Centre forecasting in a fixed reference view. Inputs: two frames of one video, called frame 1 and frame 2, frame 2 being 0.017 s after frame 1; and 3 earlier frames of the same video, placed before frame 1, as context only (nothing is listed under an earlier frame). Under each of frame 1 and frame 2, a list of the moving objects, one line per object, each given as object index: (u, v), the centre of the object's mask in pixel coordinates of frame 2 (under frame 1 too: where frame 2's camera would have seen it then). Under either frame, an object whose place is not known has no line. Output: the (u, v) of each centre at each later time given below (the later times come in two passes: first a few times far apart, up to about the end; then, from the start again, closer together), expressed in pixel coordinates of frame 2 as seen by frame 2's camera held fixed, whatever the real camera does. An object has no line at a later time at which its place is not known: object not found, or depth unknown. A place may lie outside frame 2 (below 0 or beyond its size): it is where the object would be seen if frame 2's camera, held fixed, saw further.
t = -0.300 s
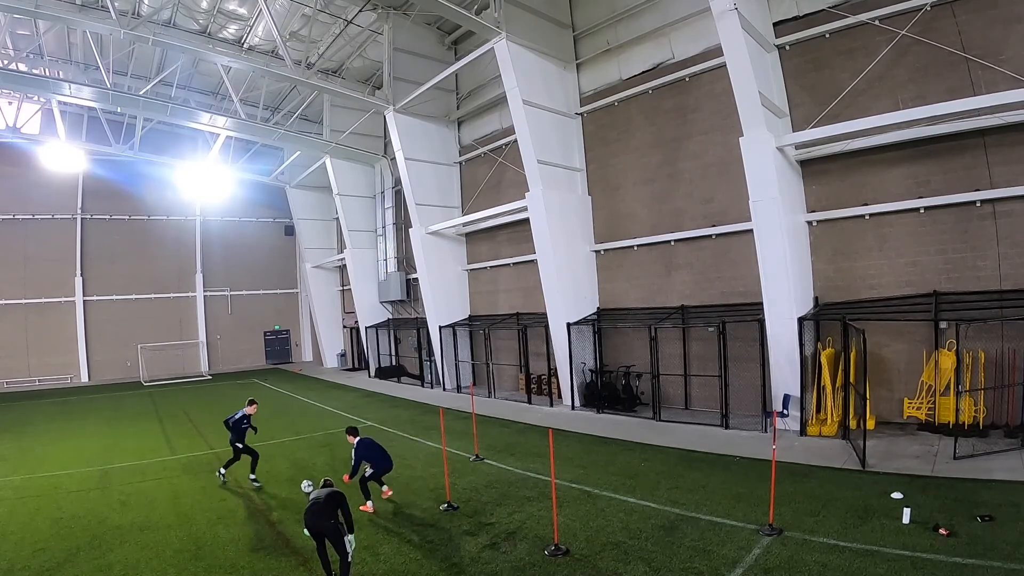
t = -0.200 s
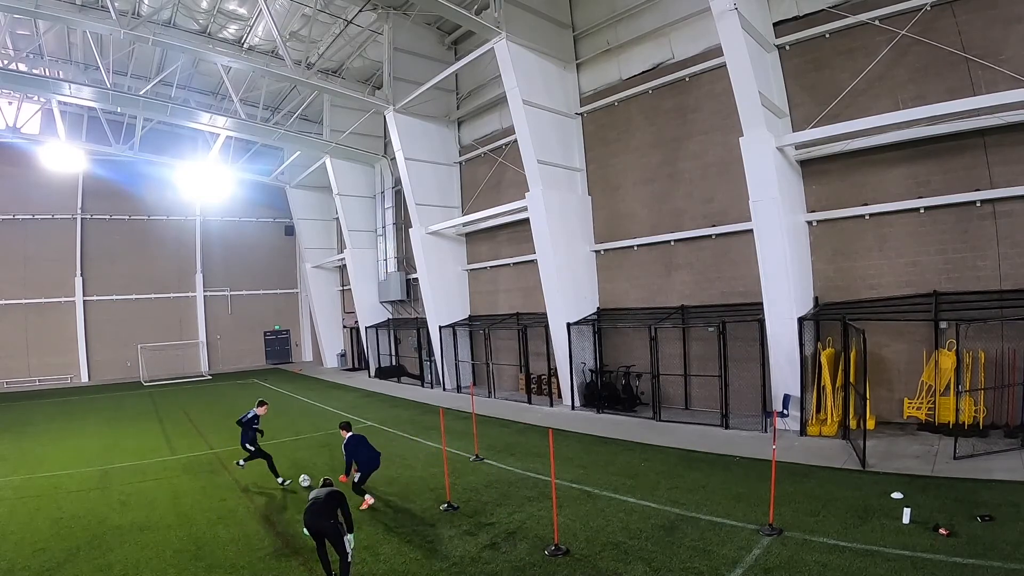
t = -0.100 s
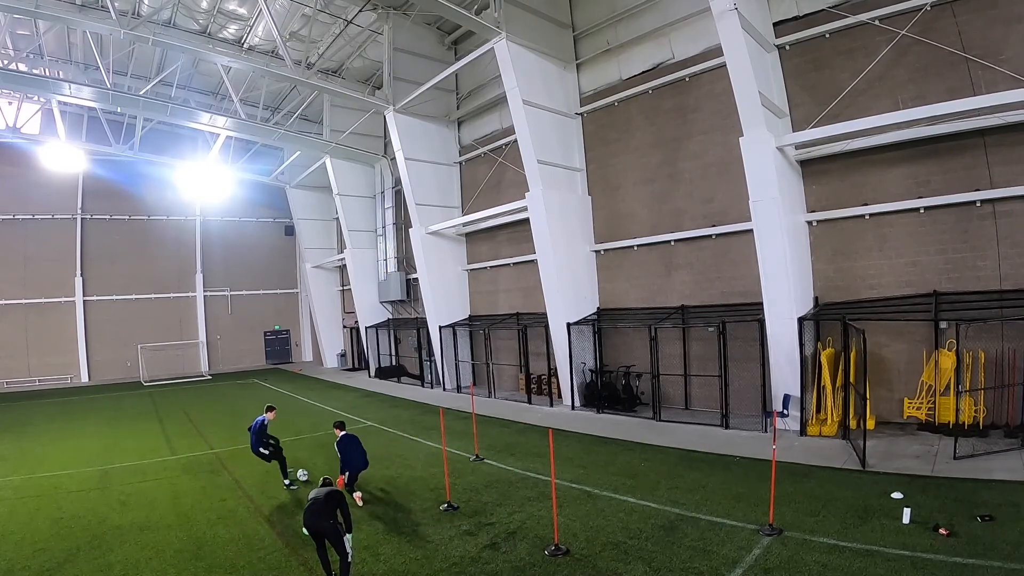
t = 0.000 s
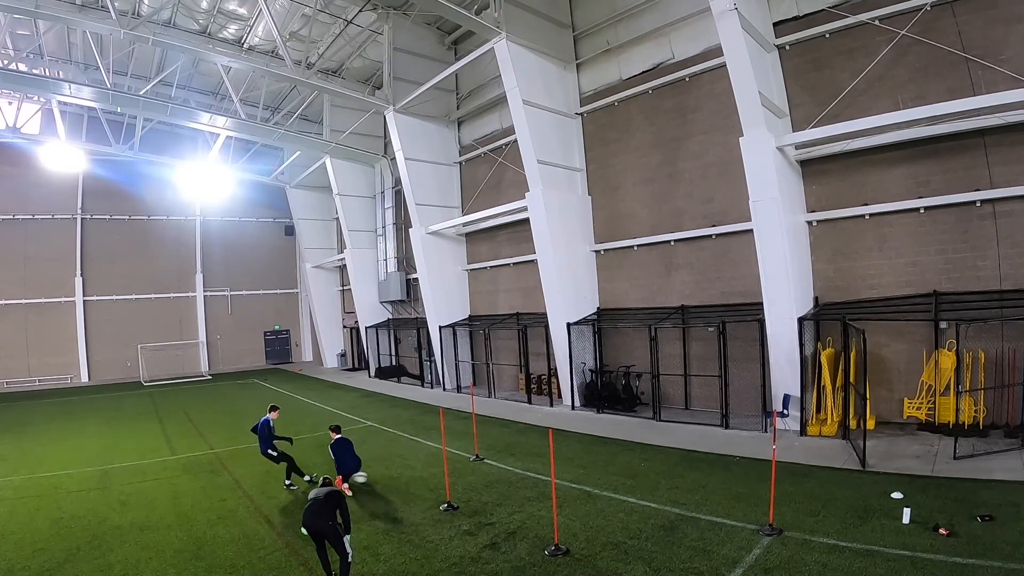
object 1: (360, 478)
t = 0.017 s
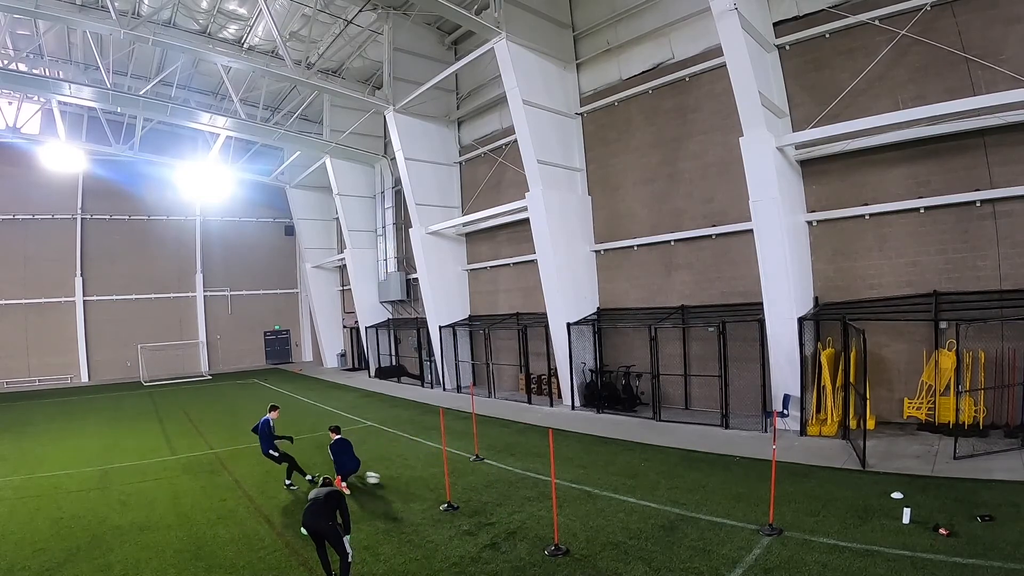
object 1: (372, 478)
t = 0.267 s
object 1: (559, 477)
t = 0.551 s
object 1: (738, 465)
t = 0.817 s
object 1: (854, 447)
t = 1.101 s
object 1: (840, 378)
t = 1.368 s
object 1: (821, 355)
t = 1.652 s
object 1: (802, 371)
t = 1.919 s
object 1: (785, 419)
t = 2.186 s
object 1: (794, 417)
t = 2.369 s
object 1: (807, 411)
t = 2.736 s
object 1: (836, 449)
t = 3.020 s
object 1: (857, 427)
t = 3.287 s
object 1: (847, 439)
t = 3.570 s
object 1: (840, 440)
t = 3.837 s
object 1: (838, 445)
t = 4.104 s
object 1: (835, 451)
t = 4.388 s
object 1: (831, 461)
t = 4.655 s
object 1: (828, 465)
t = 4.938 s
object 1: (825, 474)
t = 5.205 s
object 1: (823, 475)
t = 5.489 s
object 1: (822, 476)
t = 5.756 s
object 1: (822, 476)
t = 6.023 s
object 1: (822, 476)
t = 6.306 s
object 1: (822, 476)
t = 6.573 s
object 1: (822, 476)
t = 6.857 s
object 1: (822, 476)
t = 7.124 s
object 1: (823, 476)
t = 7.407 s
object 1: (822, 476)
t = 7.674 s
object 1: (823, 476)
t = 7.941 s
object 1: (822, 476)
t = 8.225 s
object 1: (822, 476)
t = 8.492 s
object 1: (822, 476)
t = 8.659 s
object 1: (822, 476)
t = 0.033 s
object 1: (385, 479)
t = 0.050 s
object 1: (397, 479)
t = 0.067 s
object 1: (410, 480)
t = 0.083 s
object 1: (422, 480)
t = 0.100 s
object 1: (434, 479)
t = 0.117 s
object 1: (447, 479)
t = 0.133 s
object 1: (459, 479)
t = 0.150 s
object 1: (472, 479)
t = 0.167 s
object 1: (485, 479)
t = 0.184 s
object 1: (498, 479)
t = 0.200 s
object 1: (510, 480)
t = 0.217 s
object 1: (523, 479)
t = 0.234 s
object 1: (535, 479)
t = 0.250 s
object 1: (545, 478)
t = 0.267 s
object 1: (559, 477)
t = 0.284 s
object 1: (570, 477)
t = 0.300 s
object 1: (582, 476)
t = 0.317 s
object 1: (593, 476)
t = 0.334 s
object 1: (606, 475)
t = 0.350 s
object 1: (617, 475)
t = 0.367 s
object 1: (628, 475)
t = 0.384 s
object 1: (639, 474)
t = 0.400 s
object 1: (650, 473)
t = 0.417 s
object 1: (660, 472)
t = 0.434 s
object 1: (670, 470)
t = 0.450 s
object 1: (680, 470)
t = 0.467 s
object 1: (691, 469)
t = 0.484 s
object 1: (701, 468)
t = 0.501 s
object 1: (710, 468)
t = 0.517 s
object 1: (720, 467)
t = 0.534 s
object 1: (730, 466)
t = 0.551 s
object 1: (738, 465)
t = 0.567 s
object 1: (747, 463)
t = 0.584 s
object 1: (755, 462)
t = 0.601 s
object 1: (763, 460)
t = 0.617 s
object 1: (770, 460)
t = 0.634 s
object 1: (780, 458)
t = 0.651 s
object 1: (787, 458)
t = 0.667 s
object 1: (795, 457)
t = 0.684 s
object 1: (803, 457)
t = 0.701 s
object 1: (810, 456)
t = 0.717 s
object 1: (818, 455)
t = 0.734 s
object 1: (823, 454)
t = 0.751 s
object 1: (830, 453)
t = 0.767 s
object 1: (837, 452)
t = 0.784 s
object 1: (843, 451)
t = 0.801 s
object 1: (849, 449)
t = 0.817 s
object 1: (854, 447)
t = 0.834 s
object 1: (856, 441)
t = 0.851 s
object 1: (858, 436)
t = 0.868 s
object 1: (857, 431)
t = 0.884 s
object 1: (857, 426)
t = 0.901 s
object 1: (855, 422)
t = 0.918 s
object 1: (855, 417)
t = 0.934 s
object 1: (854, 413)
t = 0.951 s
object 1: (852, 408)
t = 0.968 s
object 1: (851, 404)
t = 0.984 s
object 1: (850, 401)
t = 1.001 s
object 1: (848, 397)
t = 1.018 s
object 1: (847, 393)
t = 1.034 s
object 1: (846, 390)
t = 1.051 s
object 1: (845, 386)
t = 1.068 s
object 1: (843, 384)
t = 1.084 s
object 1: (842, 381)
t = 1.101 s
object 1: (840, 378)
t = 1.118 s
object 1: (839, 376)
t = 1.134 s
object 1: (838, 373)
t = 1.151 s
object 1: (837, 371)
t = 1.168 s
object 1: (835, 368)
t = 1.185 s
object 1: (834, 367)
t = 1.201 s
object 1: (833, 365)
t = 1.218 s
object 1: (832, 363)
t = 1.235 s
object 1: (830, 361)
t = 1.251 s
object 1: (829, 360)
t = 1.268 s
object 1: (828, 359)
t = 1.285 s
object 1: (827, 358)
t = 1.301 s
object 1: (826, 356)
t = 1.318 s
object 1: (824, 356)
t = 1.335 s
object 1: (823, 355)
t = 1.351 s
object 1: (822, 355)
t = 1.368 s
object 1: (821, 355)
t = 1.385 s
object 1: (820, 355)
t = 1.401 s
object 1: (818, 355)
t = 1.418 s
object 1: (817, 354)
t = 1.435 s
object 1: (816, 355)
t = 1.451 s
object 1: (815, 355)
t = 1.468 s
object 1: (814, 356)
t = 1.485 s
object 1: (813, 357)
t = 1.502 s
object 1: (811, 357)
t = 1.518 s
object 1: (810, 358)
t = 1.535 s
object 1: (810, 359)
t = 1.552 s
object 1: (808, 361)
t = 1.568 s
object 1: (807, 362)
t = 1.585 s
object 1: (806, 363)
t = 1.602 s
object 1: (805, 365)
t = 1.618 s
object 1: (805, 367)
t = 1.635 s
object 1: (804, 369)
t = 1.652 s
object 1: (802, 371)
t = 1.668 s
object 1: (801, 373)
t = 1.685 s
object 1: (800, 375)
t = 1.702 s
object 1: (800, 378)
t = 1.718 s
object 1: (798, 380)
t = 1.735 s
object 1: (797, 383)
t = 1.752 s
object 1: (796, 386)
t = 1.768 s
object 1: (794, 389)
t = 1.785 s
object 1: (793, 391)
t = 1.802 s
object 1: (792, 394)
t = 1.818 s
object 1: (791, 397)
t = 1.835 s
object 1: (790, 400)
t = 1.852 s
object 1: (789, 404)
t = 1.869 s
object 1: (788, 408)
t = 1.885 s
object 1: (786, 412)
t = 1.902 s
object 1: (785, 415)
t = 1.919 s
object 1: (785, 419)
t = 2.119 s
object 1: (788, 423)
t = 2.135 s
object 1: (789, 421)
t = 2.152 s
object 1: (791, 420)
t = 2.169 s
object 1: (792, 418)
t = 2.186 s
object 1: (794, 417)
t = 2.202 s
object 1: (795, 416)
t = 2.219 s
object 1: (796, 415)
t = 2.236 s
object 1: (797, 414)
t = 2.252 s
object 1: (798, 413)
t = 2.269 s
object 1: (799, 412)
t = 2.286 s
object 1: (800, 412)
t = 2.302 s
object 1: (802, 411)
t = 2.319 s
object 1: (803, 411)
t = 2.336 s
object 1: (805, 411)
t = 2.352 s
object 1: (806, 411)
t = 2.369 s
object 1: (807, 411)
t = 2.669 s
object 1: (830, 437)
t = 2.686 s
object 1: (832, 440)
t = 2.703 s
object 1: (833, 442)
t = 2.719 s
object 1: (834, 445)
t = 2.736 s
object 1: (836, 449)
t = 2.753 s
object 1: (837, 447)
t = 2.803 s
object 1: (842, 441)
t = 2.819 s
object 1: (843, 439)
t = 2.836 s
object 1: (845, 437)
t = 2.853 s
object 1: (846, 436)
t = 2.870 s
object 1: (848, 434)
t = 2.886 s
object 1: (849, 433)
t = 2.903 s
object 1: (851, 433)
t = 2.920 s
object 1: (852, 432)
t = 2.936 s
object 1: (854, 431)
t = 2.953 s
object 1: (856, 430)
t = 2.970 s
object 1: (857, 429)
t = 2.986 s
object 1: (857, 428)
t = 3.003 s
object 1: (857, 428)
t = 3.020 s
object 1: (857, 427)
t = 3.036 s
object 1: (856, 427)
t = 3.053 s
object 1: (856, 427)
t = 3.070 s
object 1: (855, 426)
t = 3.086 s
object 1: (855, 426)
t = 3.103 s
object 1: (854, 427)
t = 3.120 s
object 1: (854, 427)
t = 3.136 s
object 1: (853, 428)
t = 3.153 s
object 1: (852, 428)
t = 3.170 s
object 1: (851, 429)
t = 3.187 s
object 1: (851, 430)
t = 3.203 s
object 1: (850, 431)
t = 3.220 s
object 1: (849, 433)
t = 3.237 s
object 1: (848, 434)
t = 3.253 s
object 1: (848, 436)
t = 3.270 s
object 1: (847, 437)
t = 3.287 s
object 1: (847, 439)
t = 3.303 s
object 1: (846, 441)
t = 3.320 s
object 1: (845, 443)
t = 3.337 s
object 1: (844, 446)
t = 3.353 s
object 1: (844, 448)
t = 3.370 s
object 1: (843, 451)
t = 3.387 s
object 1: (842, 454)
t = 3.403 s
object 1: (841, 457)
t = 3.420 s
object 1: (841, 456)
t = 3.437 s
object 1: (841, 453)
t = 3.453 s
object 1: (841, 451)
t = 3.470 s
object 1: (841, 448)
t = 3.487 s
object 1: (841, 447)
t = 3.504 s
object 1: (841, 446)
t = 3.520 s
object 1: (841, 444)
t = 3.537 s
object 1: (841, 443)
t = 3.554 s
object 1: (840, 441)
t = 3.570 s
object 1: (840, 440)
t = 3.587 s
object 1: (840, 439)
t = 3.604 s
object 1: (840, 439)
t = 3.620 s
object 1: (840, 438)
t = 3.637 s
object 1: (840, 438)
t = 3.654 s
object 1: (840, 437)
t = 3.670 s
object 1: (839, 437)
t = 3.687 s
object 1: (839, 437)
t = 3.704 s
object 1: (839, 437)
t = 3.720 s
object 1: (839, 438)
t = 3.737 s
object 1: (839, 438)
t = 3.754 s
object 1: (839, 439)
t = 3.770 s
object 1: (839, 440)
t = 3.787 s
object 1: (839, 441)
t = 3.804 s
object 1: (839, 442)
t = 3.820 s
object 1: (838, 443)
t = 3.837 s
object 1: (838, 445)
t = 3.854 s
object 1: (838, 446)
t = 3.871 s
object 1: (838, 448)
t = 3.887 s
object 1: (837, 450)
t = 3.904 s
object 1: (837, 452)
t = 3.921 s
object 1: (837, 454)
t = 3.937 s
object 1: (837, 457)
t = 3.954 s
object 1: (837, 459)
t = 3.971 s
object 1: (837, 461)
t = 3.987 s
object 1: (836, 460)
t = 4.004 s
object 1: (837, 458)
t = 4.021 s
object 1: (836, 457)
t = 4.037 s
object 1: (836, 456)
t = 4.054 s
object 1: (836, 454)
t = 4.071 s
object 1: (836, 453)
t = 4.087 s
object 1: (836, 452)
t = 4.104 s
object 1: (835, 451)
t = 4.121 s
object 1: (835, 450)
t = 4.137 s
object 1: (835, 450)
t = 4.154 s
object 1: (835, 450)
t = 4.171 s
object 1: (835, 450)
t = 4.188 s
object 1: (834, 449)
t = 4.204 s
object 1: (834, 449)
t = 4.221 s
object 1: (834, 450)
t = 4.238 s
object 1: (834, 450)
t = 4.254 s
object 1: (833, 451)
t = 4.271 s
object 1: (833, 451)
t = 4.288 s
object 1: (833, 452)
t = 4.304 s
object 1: (832, 454)
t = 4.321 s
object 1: (832, 454)
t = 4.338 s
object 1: (832, 456)
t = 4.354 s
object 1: (832, 458)
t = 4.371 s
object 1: (831, 459)
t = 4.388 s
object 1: (831, 461)
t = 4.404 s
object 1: (831, 463)
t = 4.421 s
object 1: (830, 465)
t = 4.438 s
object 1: (830, 468)
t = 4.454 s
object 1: (830, 469)
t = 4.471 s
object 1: (829, 468)
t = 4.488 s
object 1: (829, 467)
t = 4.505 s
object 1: (829, 467)
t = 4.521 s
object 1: (829, 466)
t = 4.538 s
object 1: (829, 465)
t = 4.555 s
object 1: (829, 465)
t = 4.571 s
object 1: (829, 464)
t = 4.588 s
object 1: (829, 464)
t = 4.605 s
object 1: (829, 464)
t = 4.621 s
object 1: (829, 464)
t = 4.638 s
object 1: (828, 465)
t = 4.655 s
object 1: (828, 465)
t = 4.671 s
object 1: (828, 466)
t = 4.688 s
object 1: (828, 467)
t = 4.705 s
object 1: (827, 468)
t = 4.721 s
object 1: (827, 469)
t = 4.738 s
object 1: (827, 470)
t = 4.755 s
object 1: (827, 472)
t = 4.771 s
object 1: (827, 472)
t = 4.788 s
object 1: (826, 472)
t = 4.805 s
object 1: (826, 471)
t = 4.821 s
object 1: (826, 471)
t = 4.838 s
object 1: (826, 471)
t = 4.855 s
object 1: (826, 471)
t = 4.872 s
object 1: (826, 471)
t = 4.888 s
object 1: (826, 472)
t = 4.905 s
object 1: (825, 472)
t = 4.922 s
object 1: (825, 473)
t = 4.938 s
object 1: (825, 474)
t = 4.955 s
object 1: (825, 474)
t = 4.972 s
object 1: (824, 474)
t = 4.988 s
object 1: (824, 474)
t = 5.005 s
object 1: (824, 474)
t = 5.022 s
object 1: (824, 474)
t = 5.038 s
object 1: (824, 474)
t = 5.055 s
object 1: (824, 475)
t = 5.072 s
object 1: (824, 475)
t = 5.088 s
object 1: (823, 475)
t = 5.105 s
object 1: (823, 475)
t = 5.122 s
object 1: (823, 475)
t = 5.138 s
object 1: (823, 475)
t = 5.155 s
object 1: (823, 475)
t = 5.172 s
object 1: (823, 475)
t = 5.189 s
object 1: (823, 475)
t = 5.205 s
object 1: (823, 475)
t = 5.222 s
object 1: (823, 475)
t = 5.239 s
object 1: (823, 476)
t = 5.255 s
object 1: (823, 476)
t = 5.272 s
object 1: (823, 476)
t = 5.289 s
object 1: (823, 476)
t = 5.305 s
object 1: (823, 476)
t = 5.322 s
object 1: (823, 476)
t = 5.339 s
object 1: (823, 476)
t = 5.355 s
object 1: (822, 476)
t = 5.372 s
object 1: (822, 476)
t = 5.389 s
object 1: (822, 476)
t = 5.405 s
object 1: (822, 476)
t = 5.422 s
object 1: (823, 476)
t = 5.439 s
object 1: (822, 476)
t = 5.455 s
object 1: (822, 476)
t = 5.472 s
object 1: (822, 476)
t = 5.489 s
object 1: (822, 476)
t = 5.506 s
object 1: (822, 476)
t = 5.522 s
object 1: (822, 476)
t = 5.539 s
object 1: (822, 476)
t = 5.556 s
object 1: (822, 476)
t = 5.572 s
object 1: (822, 476)
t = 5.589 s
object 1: (822, 476)
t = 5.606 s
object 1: (822, 476)
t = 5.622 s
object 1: (822, 476)
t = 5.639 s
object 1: (822, 476)
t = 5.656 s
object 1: (822, 476)
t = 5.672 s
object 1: (822, 476)
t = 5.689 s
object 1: (822, 476)
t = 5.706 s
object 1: (822, 476)
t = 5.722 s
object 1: (822, 476)
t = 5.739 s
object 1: (822, 476)
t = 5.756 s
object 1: (822, 476)
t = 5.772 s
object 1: (822, 476)
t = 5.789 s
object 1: (822, 476)
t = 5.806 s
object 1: (822, 476)
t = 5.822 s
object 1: (822, 476)
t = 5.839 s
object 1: (822, 476)
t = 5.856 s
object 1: (822, 476)
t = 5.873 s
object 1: (822, 476)
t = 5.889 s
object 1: (822, 476)
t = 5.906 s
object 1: (822, 476)
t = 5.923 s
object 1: (822, 476)
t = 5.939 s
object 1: (822, 476)
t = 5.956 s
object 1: (822, 476)
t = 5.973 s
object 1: (822, 476)
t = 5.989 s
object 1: (822, 476)
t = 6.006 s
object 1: (822, 476)
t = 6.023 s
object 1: (822, 476)
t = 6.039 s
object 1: (822, 476)
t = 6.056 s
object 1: (822, 476)
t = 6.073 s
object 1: (822, 476)
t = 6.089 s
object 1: (822, 476)
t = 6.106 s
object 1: (822, 476)
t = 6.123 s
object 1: (822, 476)
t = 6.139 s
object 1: (822, 476)
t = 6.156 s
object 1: (822, 476)
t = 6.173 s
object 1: (822, 476)
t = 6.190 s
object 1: (822, 476)
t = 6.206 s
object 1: (822, 476)
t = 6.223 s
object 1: (822, 476)
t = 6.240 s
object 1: (823, 476)
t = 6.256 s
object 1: (822, 476)
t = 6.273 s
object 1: (823, 476)
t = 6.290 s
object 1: (822, 476)
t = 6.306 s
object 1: (822, 476)
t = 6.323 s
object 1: (822, 476)
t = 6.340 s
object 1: (823, 476)
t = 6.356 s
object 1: (822, 476)
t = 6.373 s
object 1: (823, 476)
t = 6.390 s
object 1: (822, 476)
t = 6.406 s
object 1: (822, 476)
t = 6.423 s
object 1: (822, 476)
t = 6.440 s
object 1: (822, 476)
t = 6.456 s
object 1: (822, 476)
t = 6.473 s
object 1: (822, 476)
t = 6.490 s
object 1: (822, 476)
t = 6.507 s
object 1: (822, 476)
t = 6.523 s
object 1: (822, 476)
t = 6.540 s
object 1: (822, 476)
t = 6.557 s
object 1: (822, 476)
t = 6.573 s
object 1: (822, 476)
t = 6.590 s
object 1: (822, 476)
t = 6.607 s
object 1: (822, 476)
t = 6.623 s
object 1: (822, 476)
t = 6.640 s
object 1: (823, 476)
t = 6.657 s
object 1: (822, 476)
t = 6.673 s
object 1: (822, 476)
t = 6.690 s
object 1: (822, 476)
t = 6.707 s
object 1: (822, 476)
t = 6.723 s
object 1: (822, 476)
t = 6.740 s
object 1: (822, 476)
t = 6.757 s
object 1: (822, 476)
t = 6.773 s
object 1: (822, 476)
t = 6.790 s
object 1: (823, 476)
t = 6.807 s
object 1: (822, 476)
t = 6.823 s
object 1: (823, 476)
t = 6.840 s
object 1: (822, 476)
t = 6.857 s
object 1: (822, 476)
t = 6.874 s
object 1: (822, 476)
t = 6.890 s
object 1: (822, 476)
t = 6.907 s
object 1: (822, 476)
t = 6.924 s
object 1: (822, 476)
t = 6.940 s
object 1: (822, 476)
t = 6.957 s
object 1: (822, 476)
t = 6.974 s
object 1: (822, 476)
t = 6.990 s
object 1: (822, 476)
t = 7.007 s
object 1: (822, 476)
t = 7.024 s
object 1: (822, 476)
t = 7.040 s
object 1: (823, 476)
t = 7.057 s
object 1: (822, 476)
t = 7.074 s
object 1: (822, 476)
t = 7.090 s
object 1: (822, 476)
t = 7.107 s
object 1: (822, 476)
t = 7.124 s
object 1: (823, 476)
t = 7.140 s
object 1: (822, 476)
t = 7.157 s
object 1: (823, 476)
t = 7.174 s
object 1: (822, 476)
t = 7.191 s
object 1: (822, 476)
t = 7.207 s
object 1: (822, 476)
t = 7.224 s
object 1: (822, 476)
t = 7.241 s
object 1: (822, 476)
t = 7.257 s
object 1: (823, 476)
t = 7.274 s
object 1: (822, 476)
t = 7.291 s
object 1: (822, 476)
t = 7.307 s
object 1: (823, 476)
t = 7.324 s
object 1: (822, 476)
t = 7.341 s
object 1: (822, 476)
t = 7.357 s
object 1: (823, 476)
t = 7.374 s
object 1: (822, 476)
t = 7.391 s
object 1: (822, 476)
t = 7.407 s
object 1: (822, 476)
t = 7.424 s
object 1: (822, 476)
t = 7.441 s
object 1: (822, 476)
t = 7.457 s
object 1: (823, 476)
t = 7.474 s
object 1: (822, 476)
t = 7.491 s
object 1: (822, 476)
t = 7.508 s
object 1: (822, 476)
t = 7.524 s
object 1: (822, 476)
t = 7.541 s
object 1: (822, 476)
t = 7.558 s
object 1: (822, 476)
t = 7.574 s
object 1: (822, 476)
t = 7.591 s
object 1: (822, 476)
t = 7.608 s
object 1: (822, 476)
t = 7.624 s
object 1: (822, 476)
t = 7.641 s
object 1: (822, 476)
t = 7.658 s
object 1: (822, 476)
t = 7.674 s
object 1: (823, 476)
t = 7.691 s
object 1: (822, 476)
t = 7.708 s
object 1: (822, 476)
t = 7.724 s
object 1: (822, 476)
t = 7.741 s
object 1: (822, 476)
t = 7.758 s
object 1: (822, 476)
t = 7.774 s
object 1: (822, 476)
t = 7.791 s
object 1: (822, 476)
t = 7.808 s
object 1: (822, 476)
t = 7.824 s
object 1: (823, 476)
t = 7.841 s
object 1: (822, 476)
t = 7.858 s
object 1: (823, 476)
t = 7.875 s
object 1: (823, 476)
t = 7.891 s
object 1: (822, 476)
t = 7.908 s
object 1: (822, 476)
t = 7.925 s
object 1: (822, 476)
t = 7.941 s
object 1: (822, 476)
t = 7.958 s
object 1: (823, 476)
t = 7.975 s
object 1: (822, 476)
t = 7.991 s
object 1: (822, 476)
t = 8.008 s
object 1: (822, 476)
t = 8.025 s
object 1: (822, 476)
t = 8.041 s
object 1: (822, 476)
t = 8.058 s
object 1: (822, 476)
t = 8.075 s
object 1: (822, 476)
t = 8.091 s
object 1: (822, 476)
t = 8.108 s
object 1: (822, 476)
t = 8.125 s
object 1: (822, 476)
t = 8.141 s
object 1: (822, 476)
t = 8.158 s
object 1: (822, 476)
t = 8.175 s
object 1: (822, 476)
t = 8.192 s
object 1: (822, 476)
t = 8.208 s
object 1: (822, 476)
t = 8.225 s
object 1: (822, 476)
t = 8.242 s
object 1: (822, 476)
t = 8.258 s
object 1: (822, 476)
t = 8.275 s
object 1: (822, 476)
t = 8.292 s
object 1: (822, 476)
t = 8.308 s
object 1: (822, 476)
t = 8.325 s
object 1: (822, 476)
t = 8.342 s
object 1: (822, 476)
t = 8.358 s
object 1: (822, 476)
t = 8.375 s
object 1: (822, 476)
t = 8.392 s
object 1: (822, 476)
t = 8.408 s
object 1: (822, 476)
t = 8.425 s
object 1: (822, 476)
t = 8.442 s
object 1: (822, 476)
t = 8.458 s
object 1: (822, 476)
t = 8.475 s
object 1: (822, 476)
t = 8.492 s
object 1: (822, 476)
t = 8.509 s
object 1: (822, 476)
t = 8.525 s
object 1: (822, 476)
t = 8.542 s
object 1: (822, 476)
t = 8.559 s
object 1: (822, 476)
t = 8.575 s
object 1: (822, 476)
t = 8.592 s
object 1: (822, 476)
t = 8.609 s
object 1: (822, 476)
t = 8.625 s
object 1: (822, 476)
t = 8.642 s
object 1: (822, 476)
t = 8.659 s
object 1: (822, 476)
